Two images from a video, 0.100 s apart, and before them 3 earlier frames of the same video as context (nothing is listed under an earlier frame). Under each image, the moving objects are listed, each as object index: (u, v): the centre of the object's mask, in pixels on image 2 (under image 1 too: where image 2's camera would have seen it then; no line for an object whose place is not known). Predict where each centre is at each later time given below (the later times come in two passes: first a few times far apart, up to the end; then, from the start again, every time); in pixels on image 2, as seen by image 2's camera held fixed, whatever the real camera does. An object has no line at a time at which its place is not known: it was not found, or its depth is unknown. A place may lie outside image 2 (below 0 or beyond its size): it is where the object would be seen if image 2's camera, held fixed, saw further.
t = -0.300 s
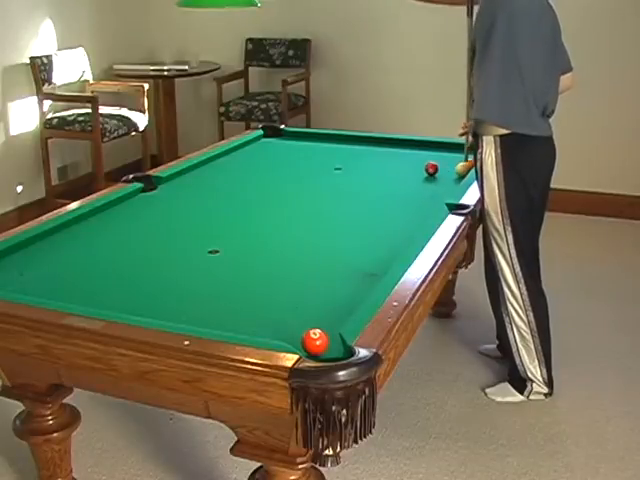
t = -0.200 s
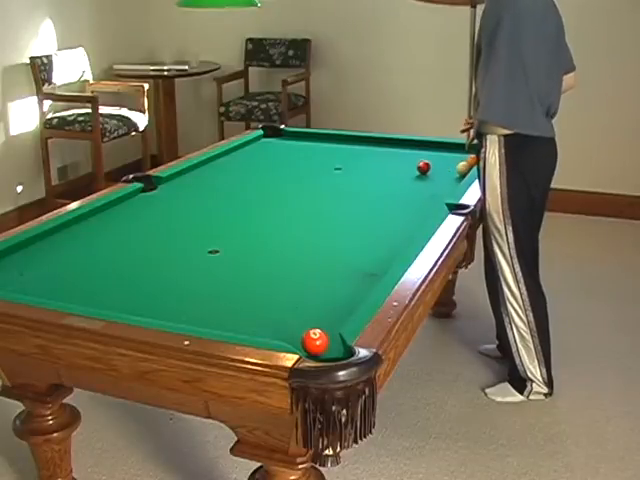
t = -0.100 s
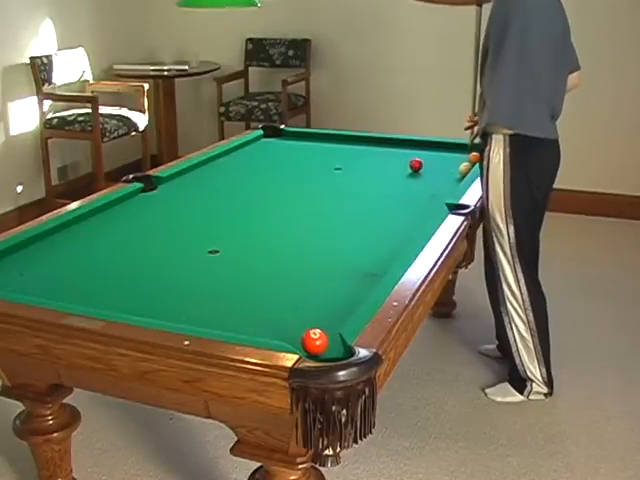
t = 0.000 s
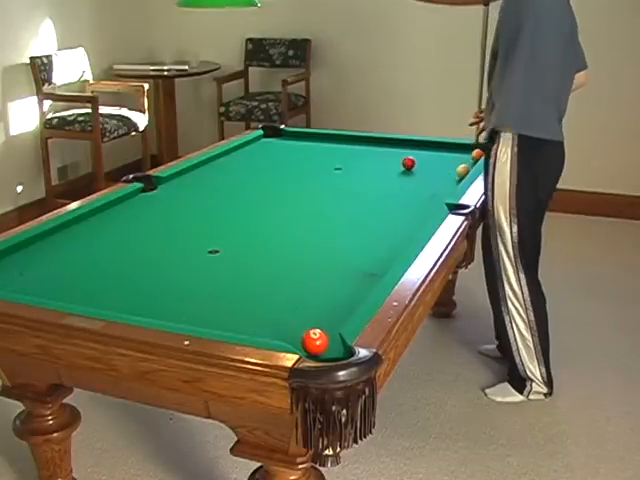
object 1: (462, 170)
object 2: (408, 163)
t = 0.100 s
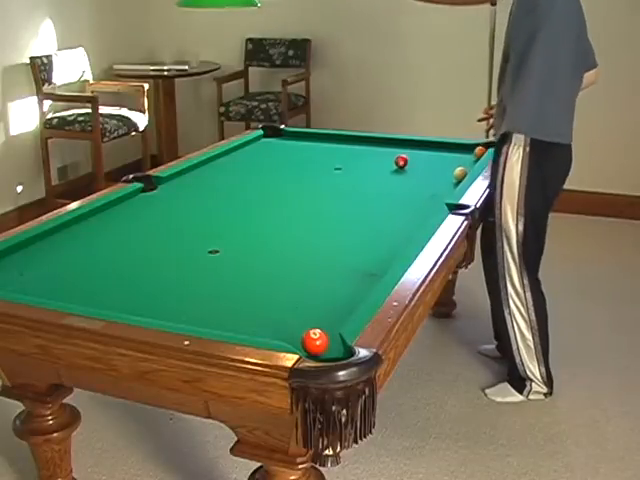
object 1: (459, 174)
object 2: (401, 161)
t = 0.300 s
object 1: (451, 183)
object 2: (388, 158)
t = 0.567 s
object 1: (433, 205)
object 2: (370, 154)
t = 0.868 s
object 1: (403, 236)
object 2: (353, 149)
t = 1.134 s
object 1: (370, 271)
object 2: (339, 146)
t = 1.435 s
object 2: (325, 142)
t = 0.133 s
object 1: (458, 175)
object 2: (398, 160)
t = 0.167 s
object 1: (458, 176)
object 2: (396, 160)
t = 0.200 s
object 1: (457, 177)
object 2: (394, 159)
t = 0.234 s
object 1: (455, 179)
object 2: (392, 159)
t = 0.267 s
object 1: (453, 181)
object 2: (390, 158)
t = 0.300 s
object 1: (451, 183)
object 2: (388, 158)
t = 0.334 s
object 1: (449, 186)
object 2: (385, 157)
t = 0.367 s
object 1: (447, 188)
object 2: (383, 157)
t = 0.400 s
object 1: (445, 191)
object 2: (381, 156)
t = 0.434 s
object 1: (443, 194)
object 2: (379, 155)
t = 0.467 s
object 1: (441, 196)
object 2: (376, 155)
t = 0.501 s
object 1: (439, 200)
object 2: (375, 155)
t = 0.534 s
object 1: (436, 203)
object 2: (372, 154)
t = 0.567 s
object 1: (433, 205)
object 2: (370, 154)
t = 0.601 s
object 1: (430, 208)
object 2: (368, 153)
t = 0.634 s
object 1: (427, 212)
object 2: (366, 153)
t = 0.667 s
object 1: (423, 215)
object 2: (364, 152)
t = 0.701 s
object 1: (420, 218)
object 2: (362, 151)
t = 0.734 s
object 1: (417, 222)
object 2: (361, 151)
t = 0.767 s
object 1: (414, 226)
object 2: (359, 151)
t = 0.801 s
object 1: (411, 229)
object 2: (357, 150)
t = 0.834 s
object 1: (407, 232)
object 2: (355, 150)
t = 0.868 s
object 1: (403, 236)
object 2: (353, 149)
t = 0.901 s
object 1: (400, 240)
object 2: (351, 149)
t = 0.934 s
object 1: (396, 244)
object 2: (349, 149)
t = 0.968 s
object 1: (392, 249)
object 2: (348, 148)
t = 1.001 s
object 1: (388, 253)
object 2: (346, 148)
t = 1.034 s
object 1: (384, 257)
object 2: (345, 147)
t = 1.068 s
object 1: (379, 262)
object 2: (342, 147)
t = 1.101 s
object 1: (375, 266)
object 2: (341, 147)
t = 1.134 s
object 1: (370, 271)
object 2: (339, 146)
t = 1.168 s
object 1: (366, 276)
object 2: (338, 146)
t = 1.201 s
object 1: (360, 281)
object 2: (336, 145)
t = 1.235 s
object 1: (355, 286)
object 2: (334, 145)
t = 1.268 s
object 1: (350, 291)
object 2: (333, 145)
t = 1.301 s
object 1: (344, 296)
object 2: (331, 144)
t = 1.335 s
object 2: (330, 144)
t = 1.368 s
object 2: (328, 144)
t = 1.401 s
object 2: (327, 143)
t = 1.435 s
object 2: (325, 142)
